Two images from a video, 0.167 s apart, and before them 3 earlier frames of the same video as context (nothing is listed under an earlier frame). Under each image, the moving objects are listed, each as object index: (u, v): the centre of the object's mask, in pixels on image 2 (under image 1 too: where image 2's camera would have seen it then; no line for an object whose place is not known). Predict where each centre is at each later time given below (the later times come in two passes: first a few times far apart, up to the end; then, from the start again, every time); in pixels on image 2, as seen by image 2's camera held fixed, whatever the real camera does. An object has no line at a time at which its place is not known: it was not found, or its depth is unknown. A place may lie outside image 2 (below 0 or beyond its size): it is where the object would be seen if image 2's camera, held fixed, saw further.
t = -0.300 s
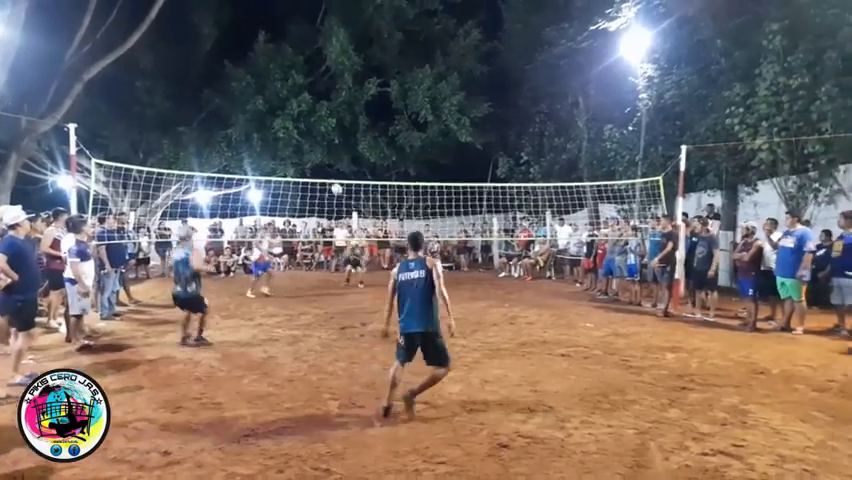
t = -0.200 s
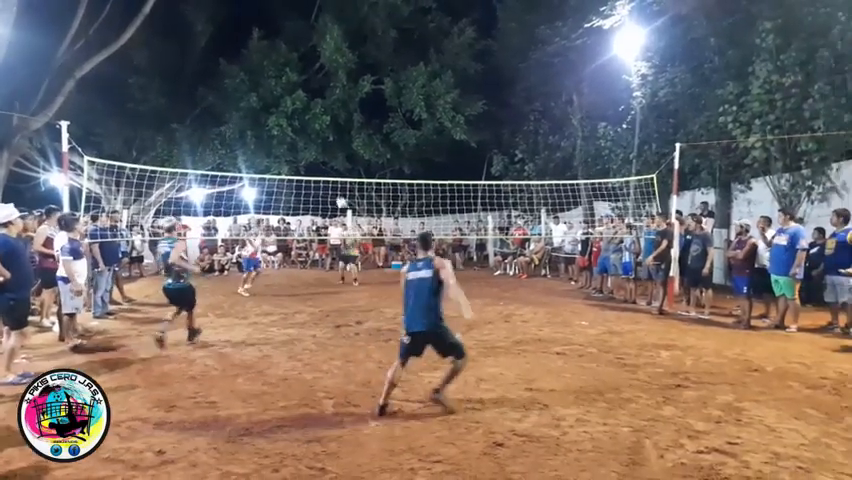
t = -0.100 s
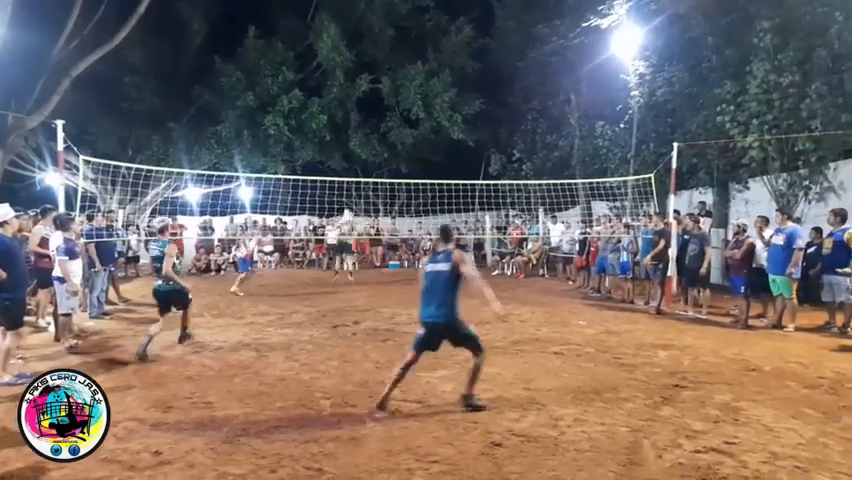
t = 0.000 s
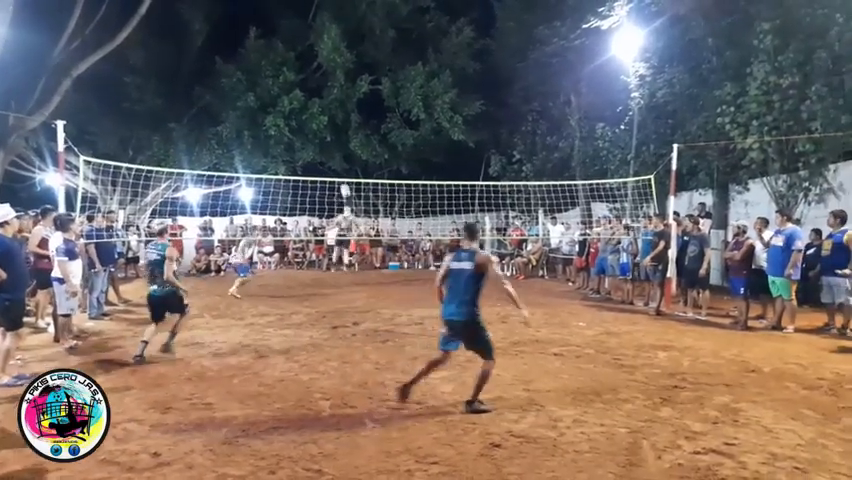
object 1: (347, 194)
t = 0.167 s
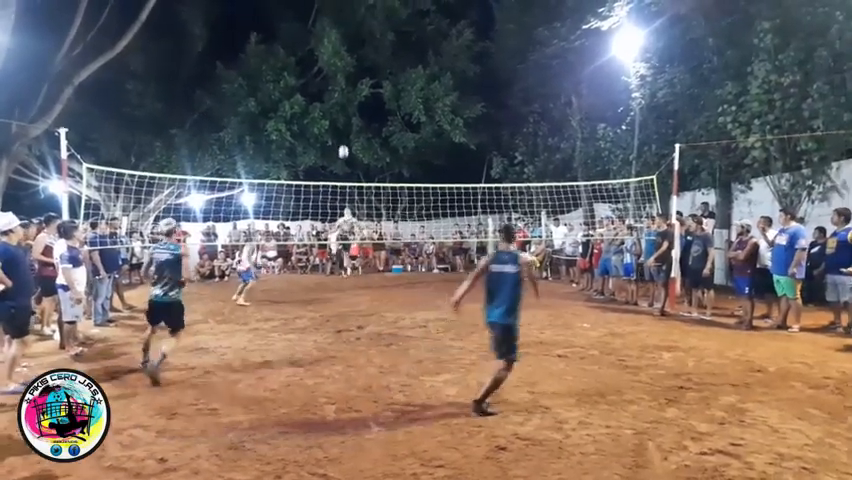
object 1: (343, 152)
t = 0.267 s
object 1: (340, 130)
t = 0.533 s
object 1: (333, 90)
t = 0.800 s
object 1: (326, 78)
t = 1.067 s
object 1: (317, 101)
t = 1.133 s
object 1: (314, 112)
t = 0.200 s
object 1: (342, 144)
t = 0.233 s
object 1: (341, 137)
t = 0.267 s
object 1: (340, 130)
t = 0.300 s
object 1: (340, 124)
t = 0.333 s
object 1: (339, 118)
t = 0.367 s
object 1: (338, 112)
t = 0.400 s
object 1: (337, 106)
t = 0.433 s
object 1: (336, 102)
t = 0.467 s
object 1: (335, 98)
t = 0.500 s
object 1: (334, 94)
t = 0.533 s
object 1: (333, 90)
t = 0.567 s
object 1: (333, 87)
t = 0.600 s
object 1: (332, 84)
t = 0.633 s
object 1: (331, 82)
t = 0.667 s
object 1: (330, 80)
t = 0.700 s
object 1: (328, 79)
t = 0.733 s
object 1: (327, 79)
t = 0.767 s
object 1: (326, 78)
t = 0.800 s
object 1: (326, 78)
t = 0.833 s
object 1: (325, 79)
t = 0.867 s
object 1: (323, 81)
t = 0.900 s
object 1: (322, 83)
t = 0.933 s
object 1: (322, 85)
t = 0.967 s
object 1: (320, 88)
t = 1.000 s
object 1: (318, 92)
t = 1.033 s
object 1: (318, 96)
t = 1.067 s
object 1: (317, 101)
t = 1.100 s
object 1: (316, 107)
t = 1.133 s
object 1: (314, 112)
